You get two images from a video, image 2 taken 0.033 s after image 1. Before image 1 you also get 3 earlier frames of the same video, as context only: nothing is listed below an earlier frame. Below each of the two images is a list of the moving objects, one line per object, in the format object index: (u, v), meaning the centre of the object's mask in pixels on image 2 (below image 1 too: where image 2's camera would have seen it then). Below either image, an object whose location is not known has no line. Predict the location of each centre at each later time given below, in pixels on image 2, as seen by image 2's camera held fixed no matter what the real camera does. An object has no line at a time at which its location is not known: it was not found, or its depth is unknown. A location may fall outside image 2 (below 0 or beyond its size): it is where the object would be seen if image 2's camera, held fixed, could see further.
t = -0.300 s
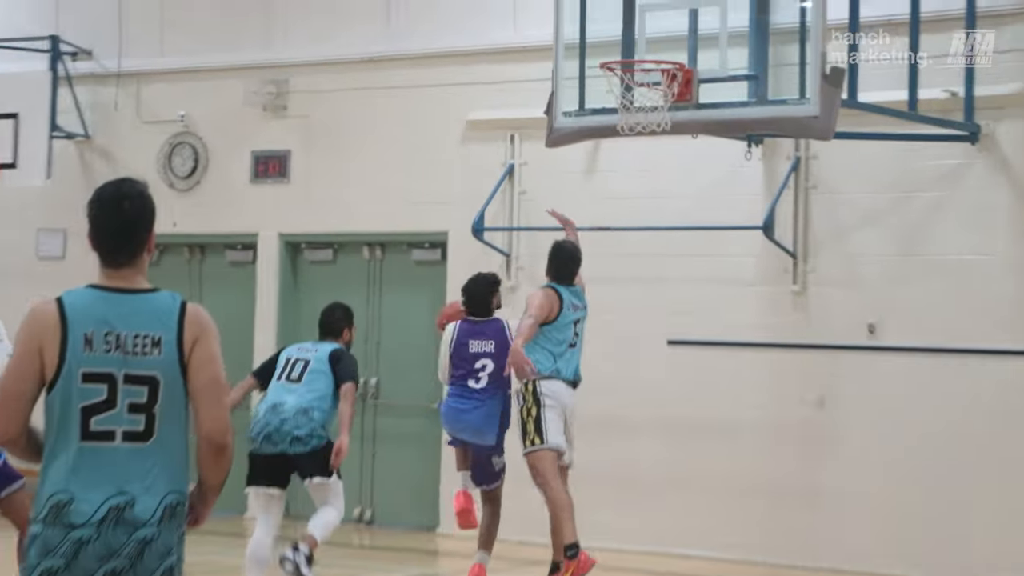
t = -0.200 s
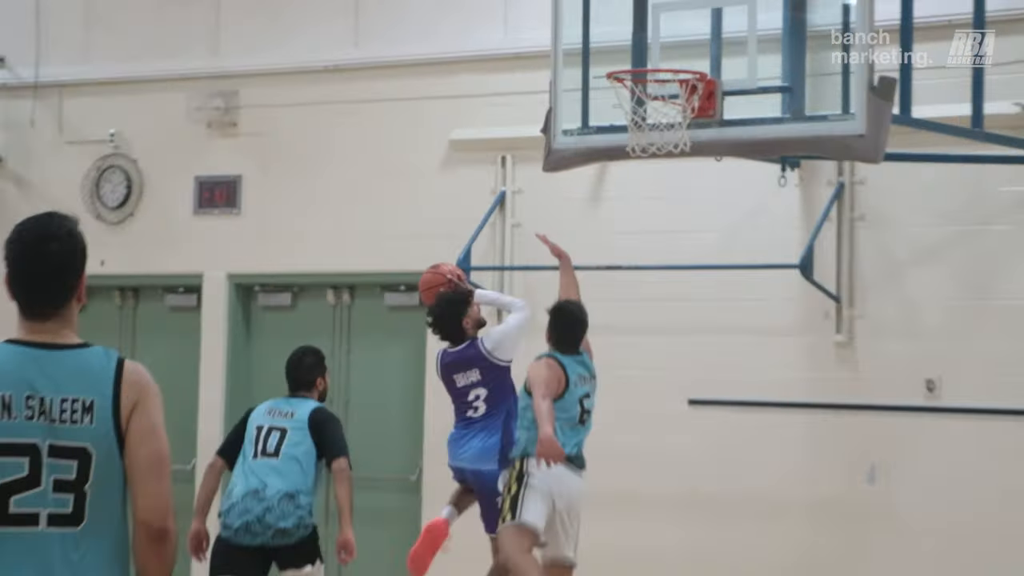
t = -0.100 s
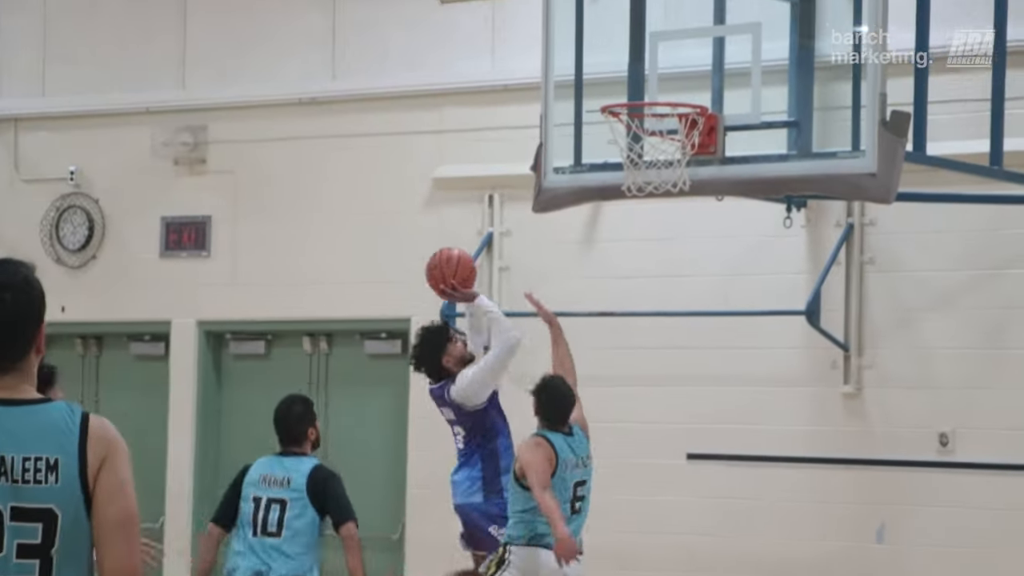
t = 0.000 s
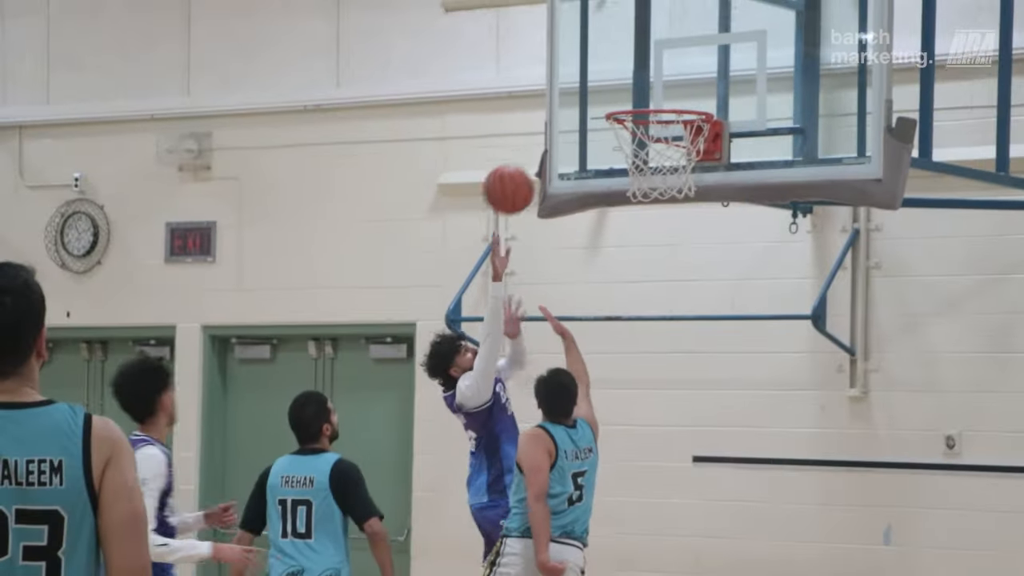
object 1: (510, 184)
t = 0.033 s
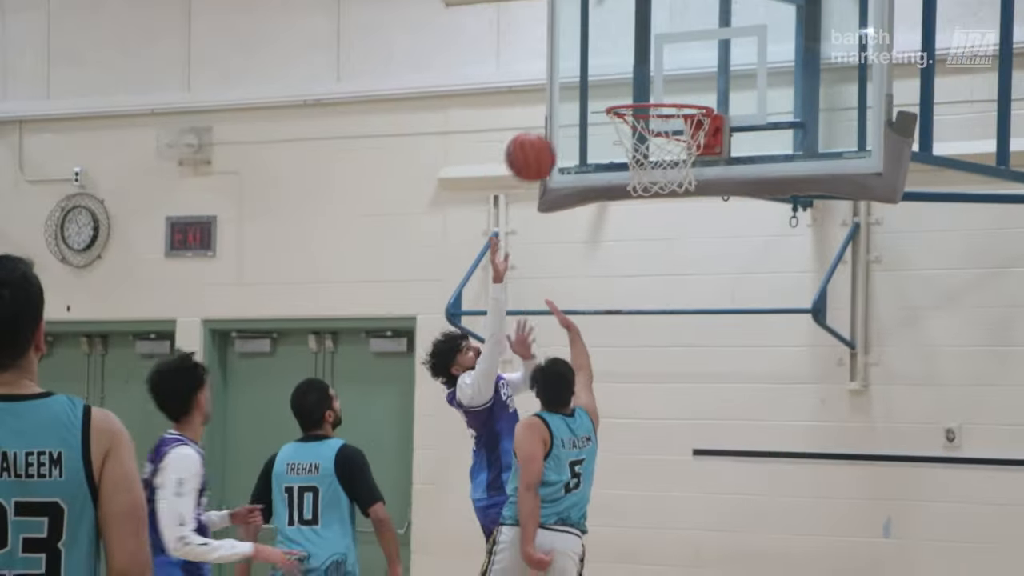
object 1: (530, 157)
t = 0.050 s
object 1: (541, 144)
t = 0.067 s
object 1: (552, 131)
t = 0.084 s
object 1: (562, 120)
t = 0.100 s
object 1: (574, 110)
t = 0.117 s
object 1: (585, 99)
